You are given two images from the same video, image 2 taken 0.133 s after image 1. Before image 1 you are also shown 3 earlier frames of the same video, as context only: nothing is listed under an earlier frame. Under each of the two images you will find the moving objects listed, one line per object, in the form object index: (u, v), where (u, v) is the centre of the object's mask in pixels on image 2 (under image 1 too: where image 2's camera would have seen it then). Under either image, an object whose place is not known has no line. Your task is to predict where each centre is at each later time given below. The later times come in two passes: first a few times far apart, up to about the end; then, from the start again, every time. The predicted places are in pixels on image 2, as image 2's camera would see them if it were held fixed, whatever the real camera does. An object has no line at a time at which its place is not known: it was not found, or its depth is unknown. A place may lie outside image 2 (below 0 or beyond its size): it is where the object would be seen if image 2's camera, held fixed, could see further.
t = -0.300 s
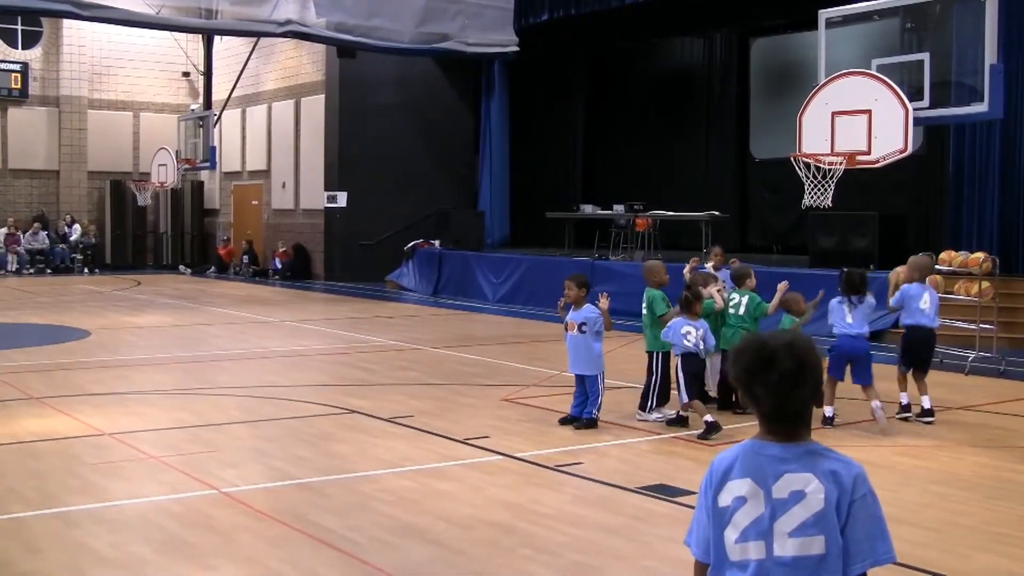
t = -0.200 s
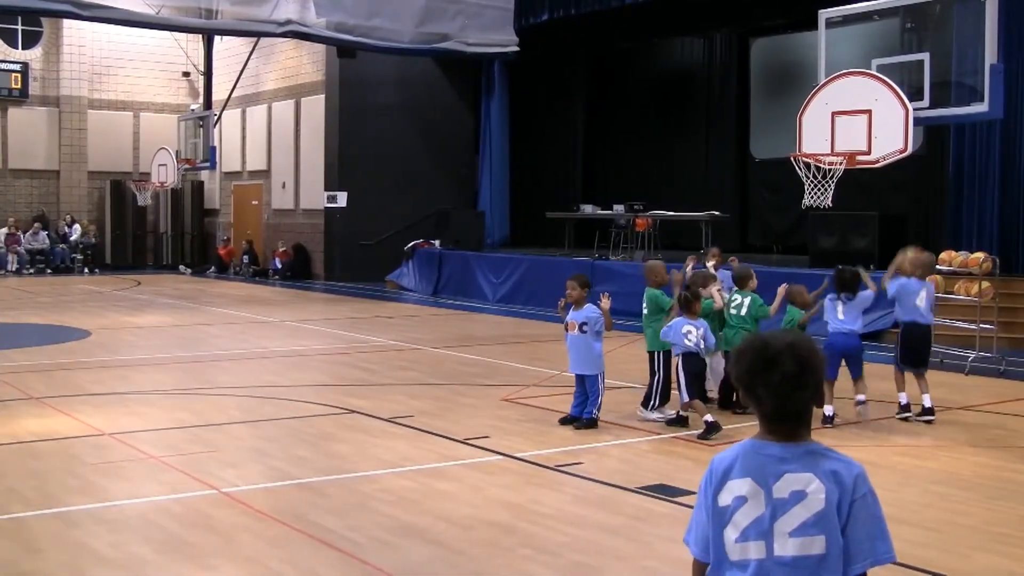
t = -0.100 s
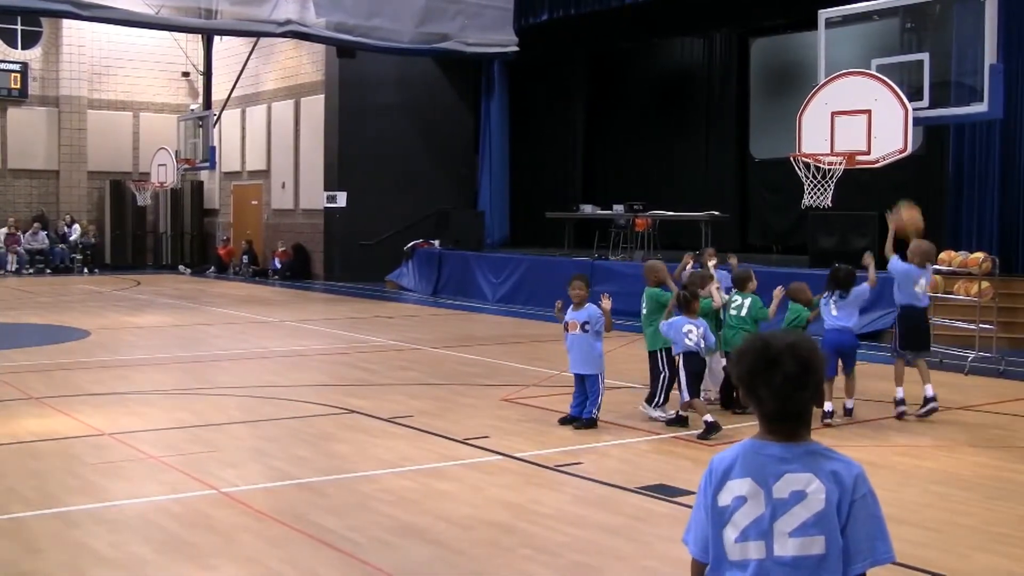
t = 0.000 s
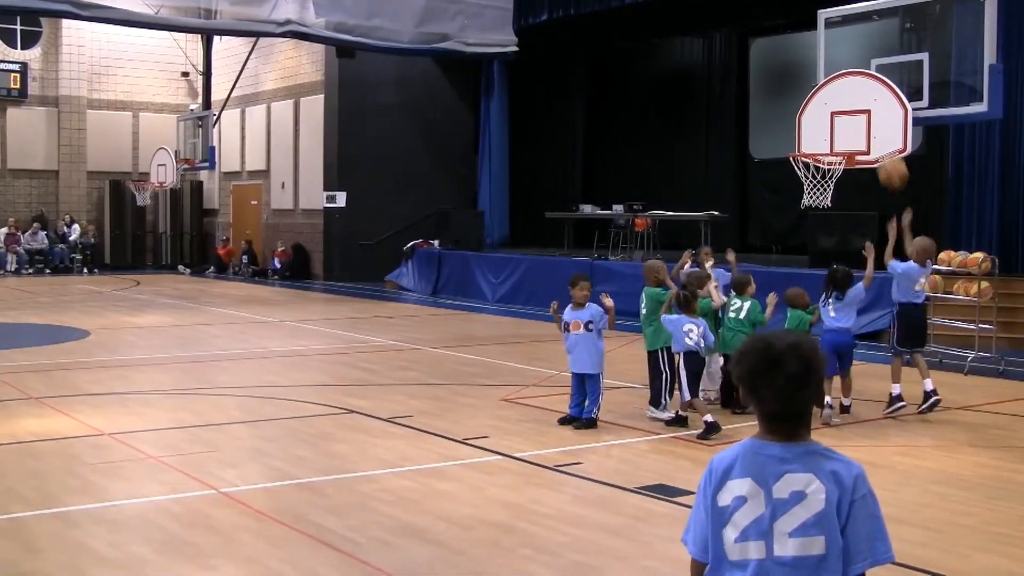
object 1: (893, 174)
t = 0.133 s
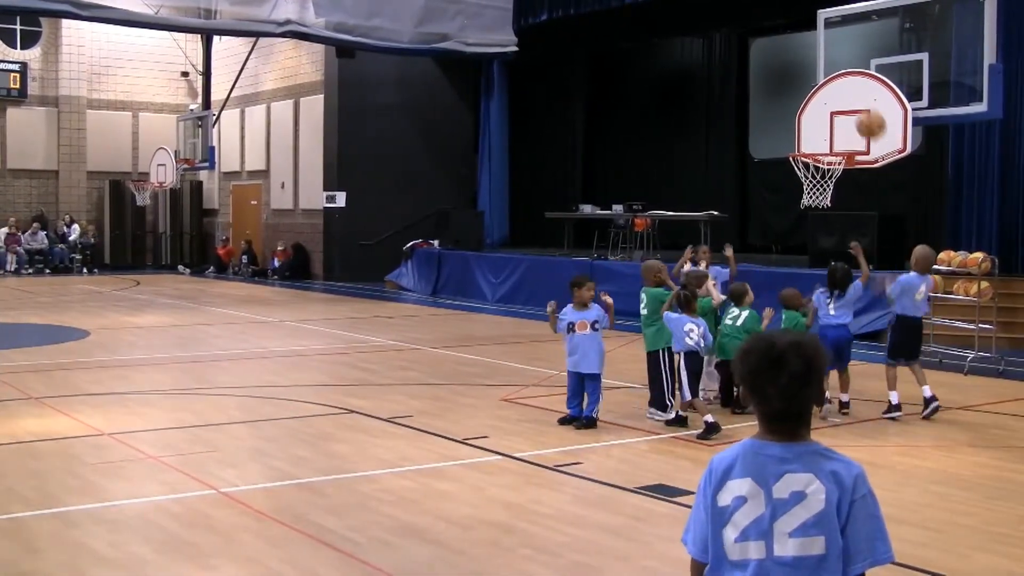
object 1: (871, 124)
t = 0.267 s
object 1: (850, 103)
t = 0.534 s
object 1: (810, 126)
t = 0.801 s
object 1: (809, 143)
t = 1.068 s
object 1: (836, 141)
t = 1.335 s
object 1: (840, 141)
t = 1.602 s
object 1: (815, 158)
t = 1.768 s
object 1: (800, 193)
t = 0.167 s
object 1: (866, 117)
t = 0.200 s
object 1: (860, 111)
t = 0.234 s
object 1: (855, 106)
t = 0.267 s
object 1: (850, 103)
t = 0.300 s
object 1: (845, 101)
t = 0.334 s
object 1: (840, 100)
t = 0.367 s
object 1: (835, 101)
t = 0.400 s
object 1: (830, 104)
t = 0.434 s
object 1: (825, 107)
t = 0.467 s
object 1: (820, 112)
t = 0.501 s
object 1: (815, 118)
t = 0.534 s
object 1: (810, 126)
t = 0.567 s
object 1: (805, 135)
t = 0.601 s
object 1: (801, 142)
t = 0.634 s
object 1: (800, 142)
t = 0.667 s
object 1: (800, 142)
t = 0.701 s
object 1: (800, 143)
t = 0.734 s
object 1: (802, 143)
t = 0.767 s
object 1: (806, 142)
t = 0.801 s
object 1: (809, 143)
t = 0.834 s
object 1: (813, 144)
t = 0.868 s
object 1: (817, 143)
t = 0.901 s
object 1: (821, 142)
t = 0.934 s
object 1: (824, 141)
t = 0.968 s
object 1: (828, 142)
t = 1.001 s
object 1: (831, 141)
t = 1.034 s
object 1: (833, 140)
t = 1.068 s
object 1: (836, 141)
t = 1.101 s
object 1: (838, 141)
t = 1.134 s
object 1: (839, 140)
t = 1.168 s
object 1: (839, 140)
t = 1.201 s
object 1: (840, 140)
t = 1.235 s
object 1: (841, 141)
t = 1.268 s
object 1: (841, 141)
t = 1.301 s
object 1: (841, 141)
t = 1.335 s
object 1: (840, 141)
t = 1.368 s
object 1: (838, 141)
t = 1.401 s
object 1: (836, 142)
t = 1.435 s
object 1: (834, 142)
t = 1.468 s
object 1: (831, 144)
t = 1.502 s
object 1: (827, 145)
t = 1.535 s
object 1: (822, 146)
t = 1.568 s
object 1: (818, 153)
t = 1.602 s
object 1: (815, 158)
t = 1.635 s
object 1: (811, 165)
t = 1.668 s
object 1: (806, 171)
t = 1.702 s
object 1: (803, 178)
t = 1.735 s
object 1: (802, 185)
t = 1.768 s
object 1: (800, 193)
